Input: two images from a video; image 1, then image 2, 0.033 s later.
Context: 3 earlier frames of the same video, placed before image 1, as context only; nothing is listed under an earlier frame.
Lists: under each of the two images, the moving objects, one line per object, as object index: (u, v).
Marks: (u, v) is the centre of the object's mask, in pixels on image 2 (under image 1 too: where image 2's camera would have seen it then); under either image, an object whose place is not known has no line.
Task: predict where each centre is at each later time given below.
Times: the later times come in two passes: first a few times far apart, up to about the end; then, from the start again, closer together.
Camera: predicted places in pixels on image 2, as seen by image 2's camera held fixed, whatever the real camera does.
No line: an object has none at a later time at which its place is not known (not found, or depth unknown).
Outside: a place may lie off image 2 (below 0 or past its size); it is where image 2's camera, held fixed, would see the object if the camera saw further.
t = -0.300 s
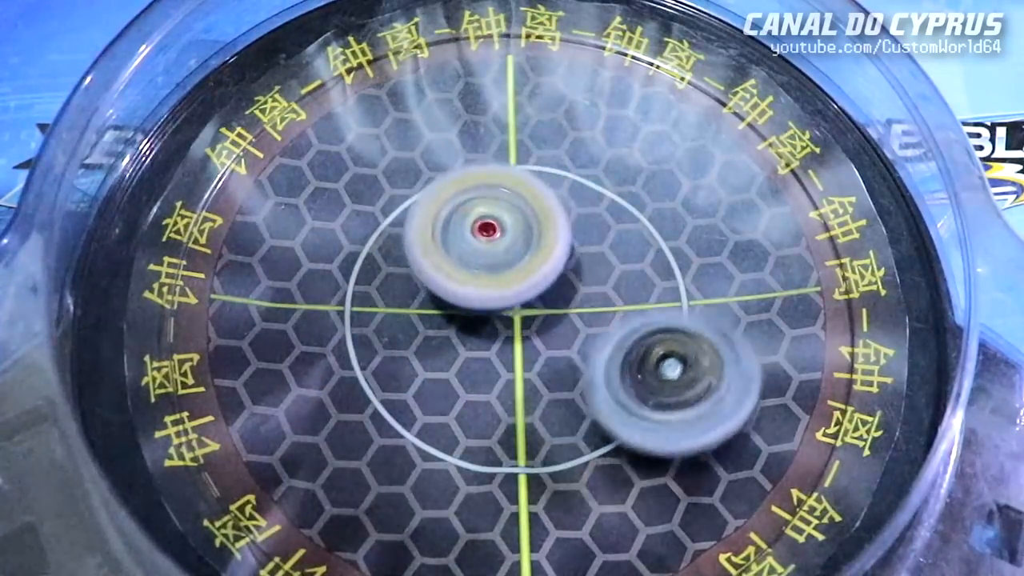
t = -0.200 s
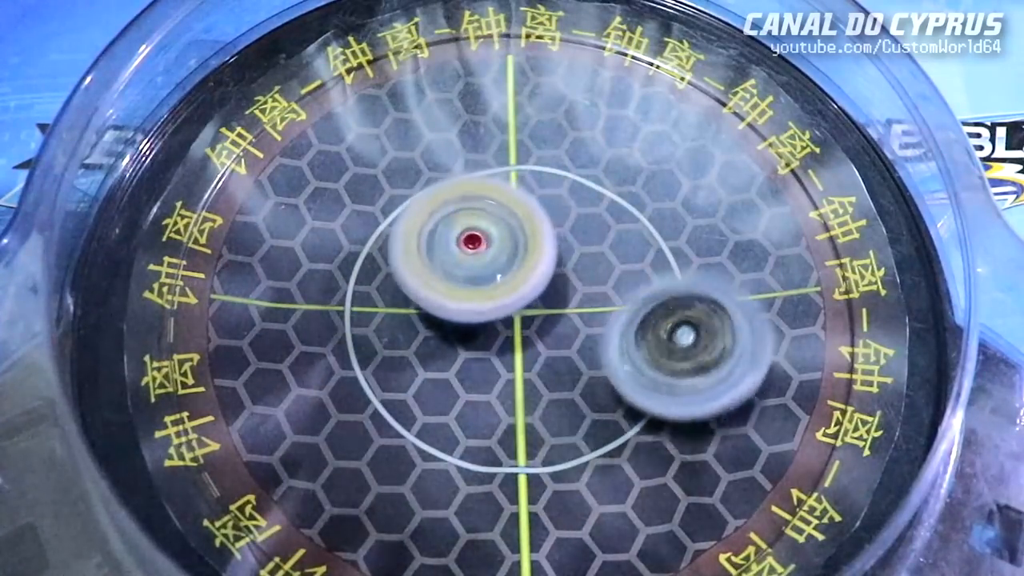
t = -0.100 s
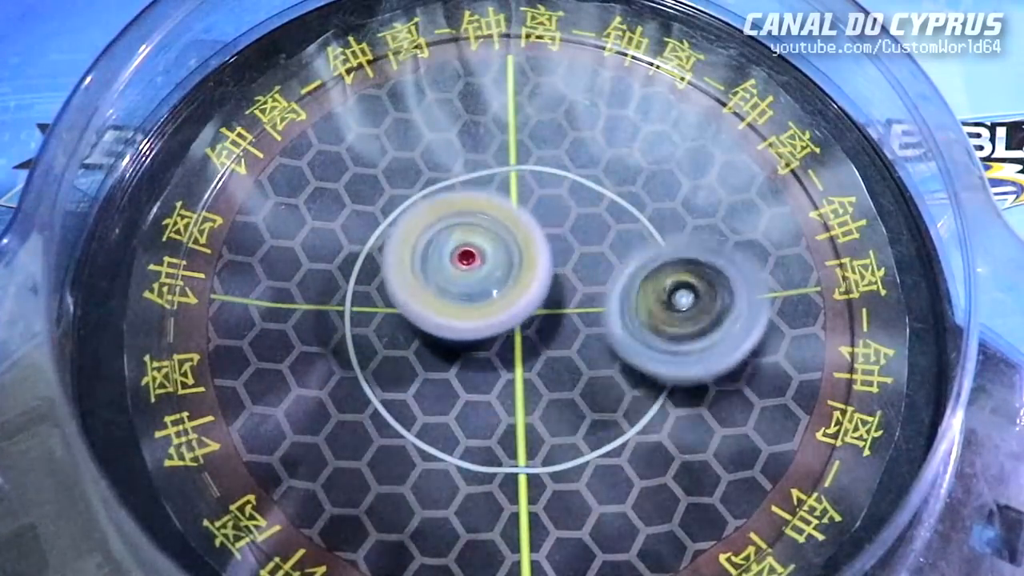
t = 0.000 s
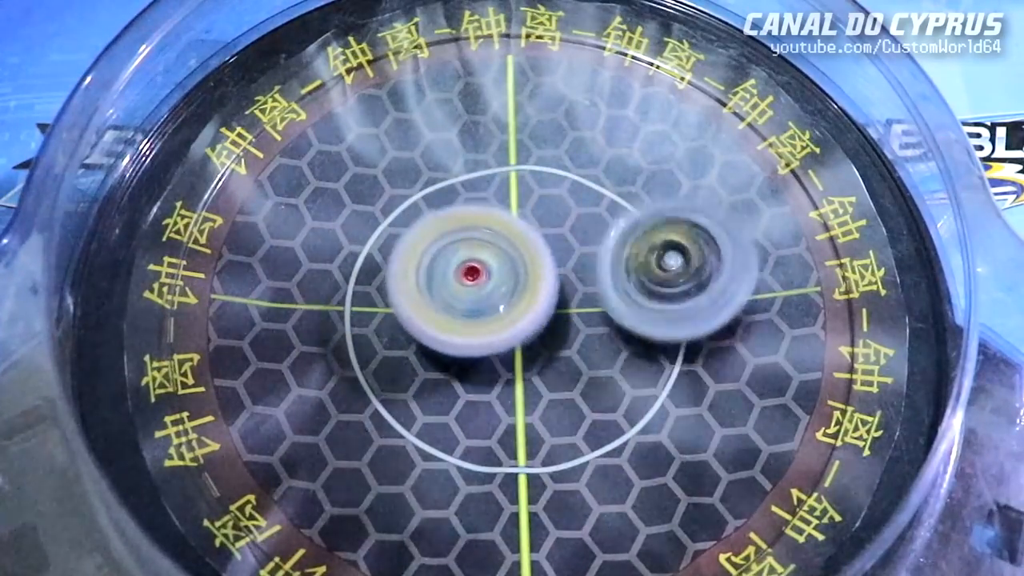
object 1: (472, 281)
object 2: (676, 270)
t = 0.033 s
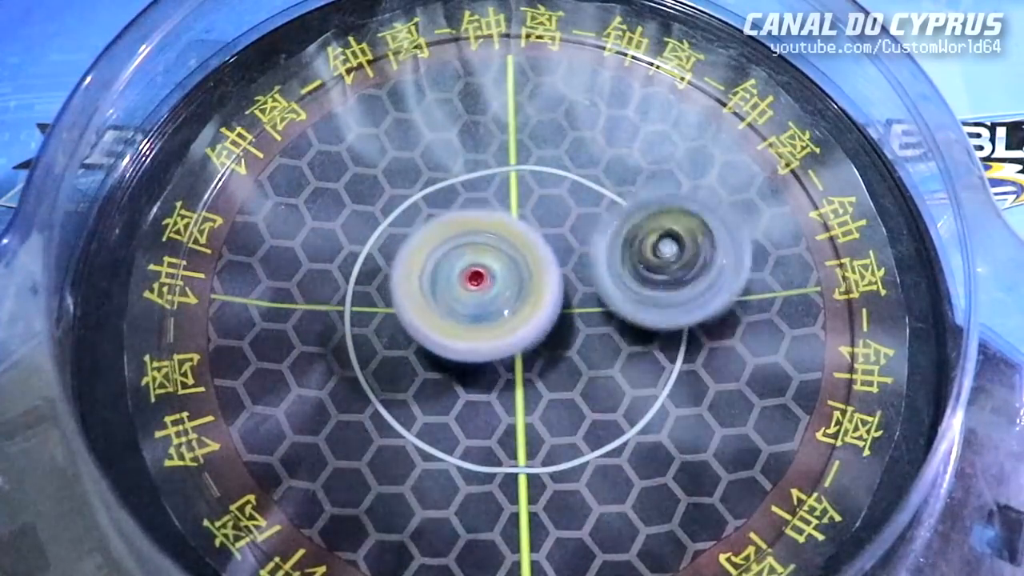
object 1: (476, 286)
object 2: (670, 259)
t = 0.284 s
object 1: (515, 312)
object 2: (606, 186)
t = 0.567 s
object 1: (548, 308)
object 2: (513, 162)
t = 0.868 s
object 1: (618, 346)
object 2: (397, 157)
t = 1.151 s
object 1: (612, 302)
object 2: (386, 239)
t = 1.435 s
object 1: (604, 266)
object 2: (396, 368)
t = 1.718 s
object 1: (564, 255)
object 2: (503, 412)
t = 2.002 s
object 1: (489, 173)
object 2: (575, 462)
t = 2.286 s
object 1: (453, 291)
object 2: (631, 351)
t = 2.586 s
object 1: (537, 365)
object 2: (640, 219)
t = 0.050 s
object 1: (478, 290)
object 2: (667, 254)
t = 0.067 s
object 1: (481, 290)
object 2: (665, 249)
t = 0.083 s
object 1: (484, 294)
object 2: (660, 242)
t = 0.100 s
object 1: (488, 294)
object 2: (657, 238)
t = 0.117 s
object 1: (490, 297)
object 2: (652, 232)
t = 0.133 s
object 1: (494, 297)
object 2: (649, 226)
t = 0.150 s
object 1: (497, 301)
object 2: (645, 221)
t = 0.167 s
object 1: (501, 300)
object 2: (641, 217)
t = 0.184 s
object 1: (502, 303)
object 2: (637, 212)
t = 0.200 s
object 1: (504, 303)
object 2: (633, 207)
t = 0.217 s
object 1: (506, 306)
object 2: (628, 202)
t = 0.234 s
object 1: (508, 306)
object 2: (622, 197)
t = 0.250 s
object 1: (510, 309)
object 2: (618, 193)
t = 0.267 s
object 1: (513, 309)
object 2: (612, 189)
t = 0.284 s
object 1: (515, 312)
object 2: (606, 186)
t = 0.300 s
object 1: (517, 311)
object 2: (600, 182)
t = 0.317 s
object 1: (520, 314)
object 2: (594, 179)
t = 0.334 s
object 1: (522, 313)
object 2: (590, 176)
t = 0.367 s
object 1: (527, 314)
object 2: (581, 171)
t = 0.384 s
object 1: (529, 317)
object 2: (575, 169)
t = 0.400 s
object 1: (531, 315)
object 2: (569, 167)
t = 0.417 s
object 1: (534, 317)
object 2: (563, 165)
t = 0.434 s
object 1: (535, 315)
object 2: (556, 164)
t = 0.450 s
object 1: (538, 316)
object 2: (551, 162)
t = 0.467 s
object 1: (539, 313)
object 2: (544, 163)
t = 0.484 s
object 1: (542, 314)
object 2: (538, 162)
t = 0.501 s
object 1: (543, 312)
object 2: (533, 161)
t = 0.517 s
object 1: (546, 312)
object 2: (528, 162)
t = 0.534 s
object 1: (546, 310)
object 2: (524, 161)
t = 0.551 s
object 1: (549, 310)
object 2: (517, 162)
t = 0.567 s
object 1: (548, 308)
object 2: (513, 162)
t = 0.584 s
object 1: (551, 308)
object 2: (506, 163)
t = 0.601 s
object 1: (550, 306)
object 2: (501, 163)
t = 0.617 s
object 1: (552, 305)
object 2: (495, 165)
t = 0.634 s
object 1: (551, 304)
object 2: (488, 167)
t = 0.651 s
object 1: (553, 303)
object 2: (483, 170)
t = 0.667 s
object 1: (552, 302)
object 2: (478, 172)
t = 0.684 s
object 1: (555, 307)
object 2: (471, 171)
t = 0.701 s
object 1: (559, 314)
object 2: (460, 166)
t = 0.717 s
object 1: (565, 321)
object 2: (450, 161)
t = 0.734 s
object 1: (571, 327)
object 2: (441, 159)
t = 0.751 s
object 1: (578, 332)
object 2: (432, 156)
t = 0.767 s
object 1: (583, 337)
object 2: (426, 156)
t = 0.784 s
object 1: (591, 340)
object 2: (418, 154)
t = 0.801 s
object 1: (596, 342)
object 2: (413, 152)
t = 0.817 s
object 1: (603, 344)
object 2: (409, 152)
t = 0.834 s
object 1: (608, 345)
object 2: (405, 153)
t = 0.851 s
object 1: (615, 345)
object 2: (401, 155)
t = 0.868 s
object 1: (618, 346)
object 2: (397, 157)
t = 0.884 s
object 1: (624, 344)
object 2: (394, 159)
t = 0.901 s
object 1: (627, 344)
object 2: (391, 160)
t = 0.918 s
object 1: (631, 342)
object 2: (389, 163)
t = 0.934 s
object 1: (633, 342)
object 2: (386, 166)
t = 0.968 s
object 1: (638, 337)
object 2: (384, 170)
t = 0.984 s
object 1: (640, 333)
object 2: (383, 174)
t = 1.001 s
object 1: (641, 330)
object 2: (382, 177)
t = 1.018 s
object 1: (640, 326)
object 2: (381, 181)
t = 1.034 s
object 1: (639, 323)
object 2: (381, 187)
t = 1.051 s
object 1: (635, 319)
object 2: (380, 191)
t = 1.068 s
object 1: (635, 316)
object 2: (380, 198)
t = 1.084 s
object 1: (630, 313)
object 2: (378, 208)
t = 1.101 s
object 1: (628, 310)
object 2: (380, 214)
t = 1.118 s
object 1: (622, 307)
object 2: (381, 221)
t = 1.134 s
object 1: (618, 304)
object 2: (383, 229)
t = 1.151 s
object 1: (612, 302)
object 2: (386, 239)
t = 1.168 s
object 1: (606, 299)
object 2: (388, 247)
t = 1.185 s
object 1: (600, 297)
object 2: (391, 258)
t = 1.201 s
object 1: (592, 294)
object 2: (395, 263)
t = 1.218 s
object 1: (585, 294)
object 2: (398, 271)
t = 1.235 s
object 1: (576, 292)
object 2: (403, 279)
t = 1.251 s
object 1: (574, 294)
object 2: (402, 286)
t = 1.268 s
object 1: (577, 289)
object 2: (396, 296)
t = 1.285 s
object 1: (586, 288)
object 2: (389, 304)
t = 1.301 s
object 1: (590, 284)
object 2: (382, 311)
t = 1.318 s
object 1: (596, 283)
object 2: (381, 318)
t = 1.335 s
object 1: (598, 280)
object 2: (380, 325)
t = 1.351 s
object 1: (602, 277)
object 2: (381, 335)
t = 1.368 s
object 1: (602, 275)
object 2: (383, 341)
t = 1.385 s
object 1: (605, 272)
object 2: (383, 349)
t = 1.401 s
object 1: (604, 271)
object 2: (387, 355)
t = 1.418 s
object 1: (605, 267)
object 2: (391, 360)
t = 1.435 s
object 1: (604, 266)
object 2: (396, 368)
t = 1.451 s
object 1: (604, 262)
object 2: (400, 372)
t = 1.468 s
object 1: (604, 262)
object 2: (404, 379)
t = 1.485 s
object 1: (602, 259)
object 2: (412, 382)
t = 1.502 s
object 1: (601, 259)
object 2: (418, 386)
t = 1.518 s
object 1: (599, 256)
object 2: (425, 391)
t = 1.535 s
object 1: (598, 257)
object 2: (428, 393)
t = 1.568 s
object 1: (593, 254)
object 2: (441, 397)
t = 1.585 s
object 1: (588, 253)
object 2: (450, 400)
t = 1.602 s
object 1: (587, 253)
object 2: (458, 405)
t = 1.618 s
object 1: (582, 253)
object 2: (463, 405)
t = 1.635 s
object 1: (580, 253)
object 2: (470, 405)
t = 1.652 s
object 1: (575, 255)
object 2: (481, 405)
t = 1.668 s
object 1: (572, 254)
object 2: (487, 404)
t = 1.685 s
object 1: (568, 256)
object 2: (494, 406)
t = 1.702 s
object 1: (565, 255)
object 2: (499, 405)
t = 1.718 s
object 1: (564, 255)
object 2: (503, 412)
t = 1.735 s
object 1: (566, 243)
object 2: (504, 428)
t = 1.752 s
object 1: (567, 231)
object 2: (505, 446)
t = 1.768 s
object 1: (566, 221)
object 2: (506, 460)
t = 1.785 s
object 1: (564, 212)
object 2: (507, 468)
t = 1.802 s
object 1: (561, 204)
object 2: (511, 474)
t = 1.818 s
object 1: (556, 198)
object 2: (519, 480)
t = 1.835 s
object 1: (552, 193)
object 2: (523, 483)
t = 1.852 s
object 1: (547, 187)
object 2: (527, 485)
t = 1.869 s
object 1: (543, 183)
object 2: (534, 484)
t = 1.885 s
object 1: (536, 178)
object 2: (540, 482)
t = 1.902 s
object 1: (531, 176)
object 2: (546, 484)
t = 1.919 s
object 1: (524, 173)
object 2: (549, 480)
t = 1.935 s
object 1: (518, 171)
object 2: (555, 477)
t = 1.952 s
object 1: (510, 171)
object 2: (562, 474)
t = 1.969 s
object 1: (504, 170)
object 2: (566, 472)
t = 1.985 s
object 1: (496, 172)
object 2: (568, 469)
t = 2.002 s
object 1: (489, 173)
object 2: (575, 462)
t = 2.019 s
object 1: (483, 177)
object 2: (578, 459)
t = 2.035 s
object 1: (475, 180)
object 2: (584, 455)
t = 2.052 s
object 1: (471, 185)
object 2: (585, 448)
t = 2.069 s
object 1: (465, 190)
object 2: (589, 442)
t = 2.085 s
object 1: (460, 196)
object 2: (595, 436)
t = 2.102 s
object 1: (455, 204)
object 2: (596, 430)
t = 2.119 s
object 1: (453, 211)
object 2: (597, 421)
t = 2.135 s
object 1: (451, 221)
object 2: (602, 411)
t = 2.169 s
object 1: (450, 242)
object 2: (603, 400)
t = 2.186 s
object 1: (451, 249)
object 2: (604, 390)
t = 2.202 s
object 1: (454, 260)
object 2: (603, 381)
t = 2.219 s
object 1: (456, 269)
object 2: (603, 376)
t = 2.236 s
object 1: (458, 275)
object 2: (606, 367)
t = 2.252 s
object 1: (454, 280)
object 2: (614, 363)
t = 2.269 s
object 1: (451, 284)
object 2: (628, 355)
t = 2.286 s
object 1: (453, 291)
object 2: (631, 351)
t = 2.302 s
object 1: (453, 296)
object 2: (634, 344)
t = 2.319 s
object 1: (456, 303)
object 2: (642, 335)
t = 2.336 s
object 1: (458, 309)
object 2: (646, 330)
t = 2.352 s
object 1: (463, 315)
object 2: (646, 324)
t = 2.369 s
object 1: (467, 322)
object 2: (650, 313)
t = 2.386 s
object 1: (472, 327)
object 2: (651, 307)
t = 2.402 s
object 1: (479, 333)
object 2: (652, 303)
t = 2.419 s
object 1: (485, 336)
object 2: (651, 292)
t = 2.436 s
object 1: (493, 341)
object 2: (652, 285)
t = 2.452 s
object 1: (499, 344)
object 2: (654, 281)
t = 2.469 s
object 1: (507, 347)
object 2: (650, 272)
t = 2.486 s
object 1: (509, 351)
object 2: (650, 262)
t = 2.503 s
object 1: (515, 355)
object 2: (653, 255)
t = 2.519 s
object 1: (517, 358)
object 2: (650, 247)
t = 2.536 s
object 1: (522, 360)
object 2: (649, 238)
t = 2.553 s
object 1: (526, 363)
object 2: (650, 231)
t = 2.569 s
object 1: (531, 363)
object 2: (644, 224)
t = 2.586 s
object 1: (537, 365)
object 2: (640, 219)
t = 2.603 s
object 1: (540, 364)
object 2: (639, 213)
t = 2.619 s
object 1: (546, 364)
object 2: (630, 213)
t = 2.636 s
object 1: (548, 363)
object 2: (627, 206)
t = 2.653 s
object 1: (554, 361)
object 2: (623, 203)
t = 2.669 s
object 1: (557, 360)
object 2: (616, 198)
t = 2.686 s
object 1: (562, 357)
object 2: (610, 196)
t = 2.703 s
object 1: (565, 353)
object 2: (604, 196)
